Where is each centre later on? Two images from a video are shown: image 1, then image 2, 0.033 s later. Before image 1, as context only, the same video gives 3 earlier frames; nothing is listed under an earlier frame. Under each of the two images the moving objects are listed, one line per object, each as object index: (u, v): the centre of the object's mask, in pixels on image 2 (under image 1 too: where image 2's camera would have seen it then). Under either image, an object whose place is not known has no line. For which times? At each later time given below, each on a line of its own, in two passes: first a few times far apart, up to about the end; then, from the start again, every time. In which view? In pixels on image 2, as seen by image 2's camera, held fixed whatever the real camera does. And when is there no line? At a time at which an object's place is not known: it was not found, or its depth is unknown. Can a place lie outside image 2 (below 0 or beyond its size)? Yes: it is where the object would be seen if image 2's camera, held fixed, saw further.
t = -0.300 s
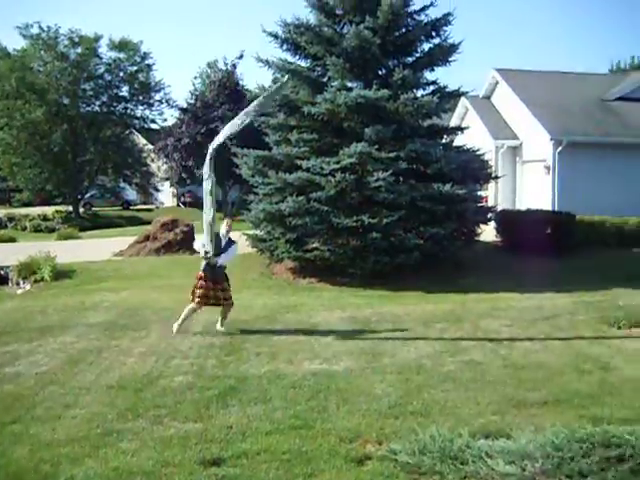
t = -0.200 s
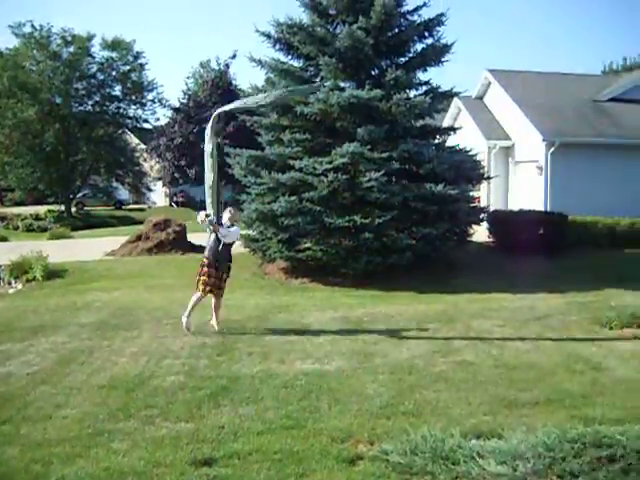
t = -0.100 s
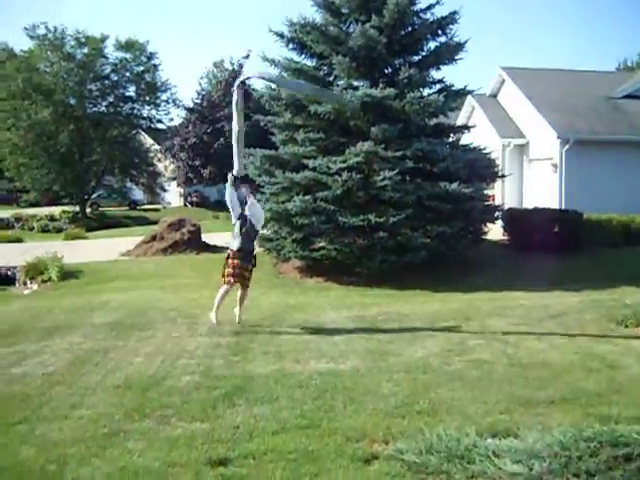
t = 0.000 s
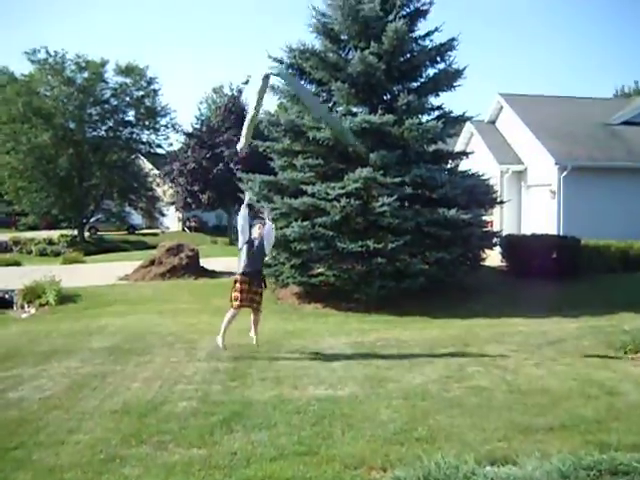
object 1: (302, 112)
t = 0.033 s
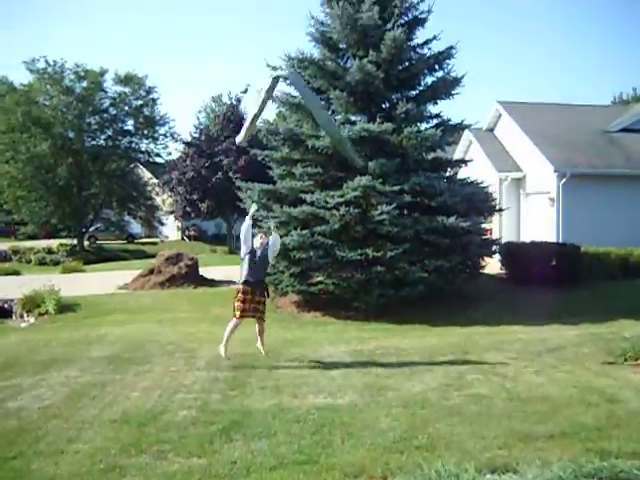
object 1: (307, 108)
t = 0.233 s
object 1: (343, 109)
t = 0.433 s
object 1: (351, 140)
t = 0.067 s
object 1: (316, 111)
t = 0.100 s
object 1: (322, 109)
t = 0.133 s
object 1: (328, 107)
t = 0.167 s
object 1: (333, 108)
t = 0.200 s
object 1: (338, 107)
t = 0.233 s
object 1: (343, 109)
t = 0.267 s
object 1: (347, 112)
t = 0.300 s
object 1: (350, 116)
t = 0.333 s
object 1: (353, 115)
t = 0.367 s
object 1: (351, 119)
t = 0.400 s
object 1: (347, 116)
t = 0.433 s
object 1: (351, 140)
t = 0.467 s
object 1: (350, 136)
